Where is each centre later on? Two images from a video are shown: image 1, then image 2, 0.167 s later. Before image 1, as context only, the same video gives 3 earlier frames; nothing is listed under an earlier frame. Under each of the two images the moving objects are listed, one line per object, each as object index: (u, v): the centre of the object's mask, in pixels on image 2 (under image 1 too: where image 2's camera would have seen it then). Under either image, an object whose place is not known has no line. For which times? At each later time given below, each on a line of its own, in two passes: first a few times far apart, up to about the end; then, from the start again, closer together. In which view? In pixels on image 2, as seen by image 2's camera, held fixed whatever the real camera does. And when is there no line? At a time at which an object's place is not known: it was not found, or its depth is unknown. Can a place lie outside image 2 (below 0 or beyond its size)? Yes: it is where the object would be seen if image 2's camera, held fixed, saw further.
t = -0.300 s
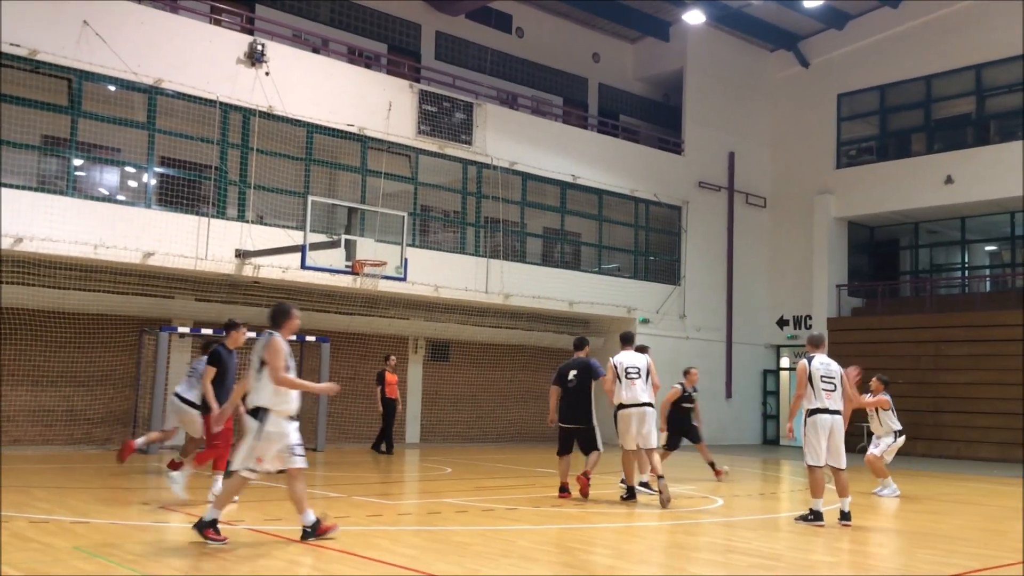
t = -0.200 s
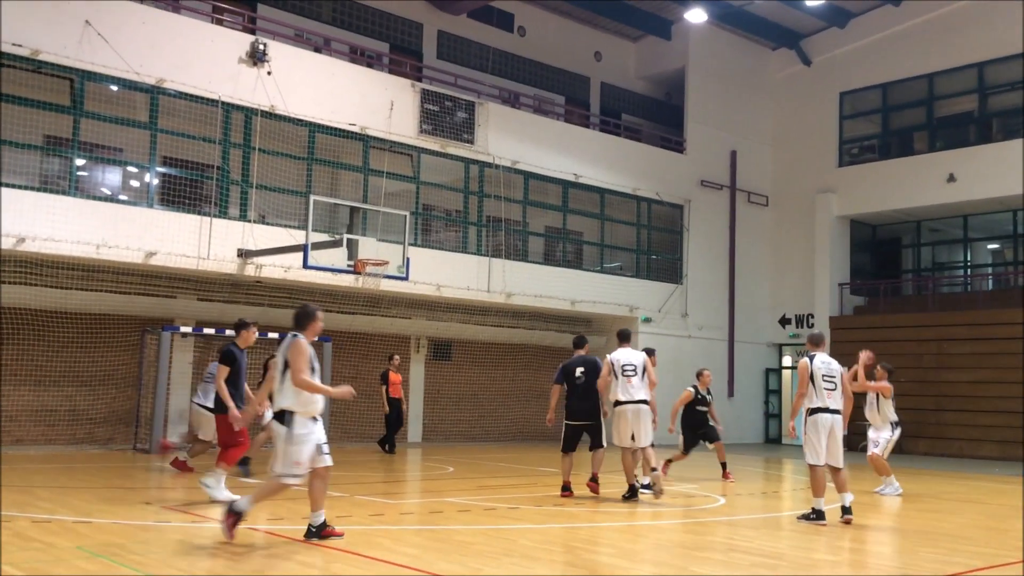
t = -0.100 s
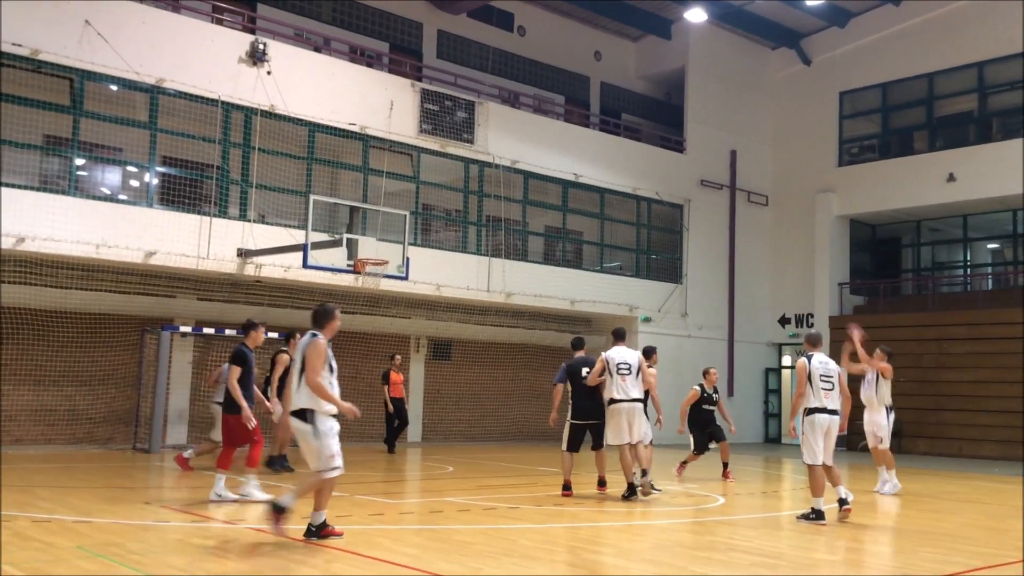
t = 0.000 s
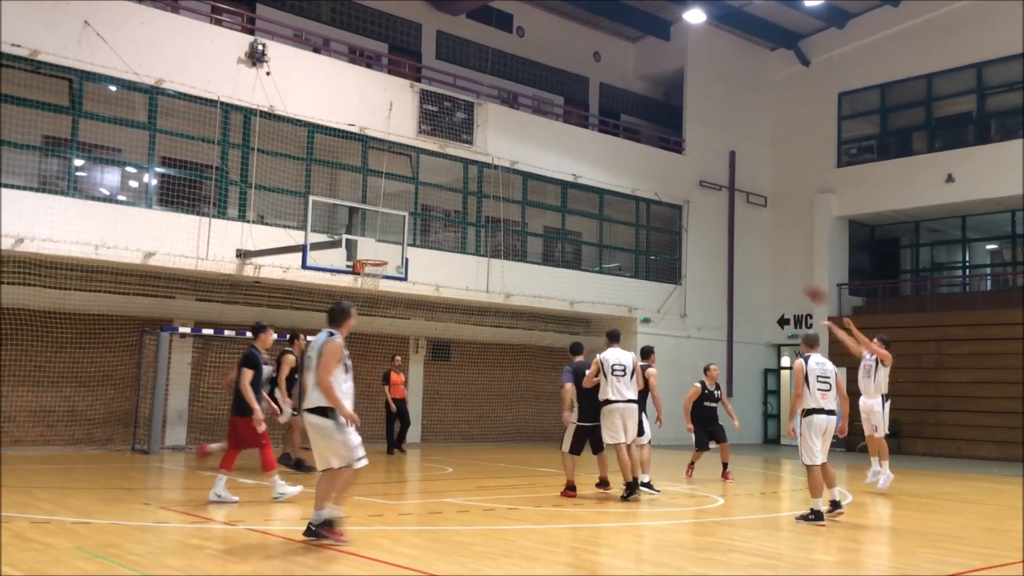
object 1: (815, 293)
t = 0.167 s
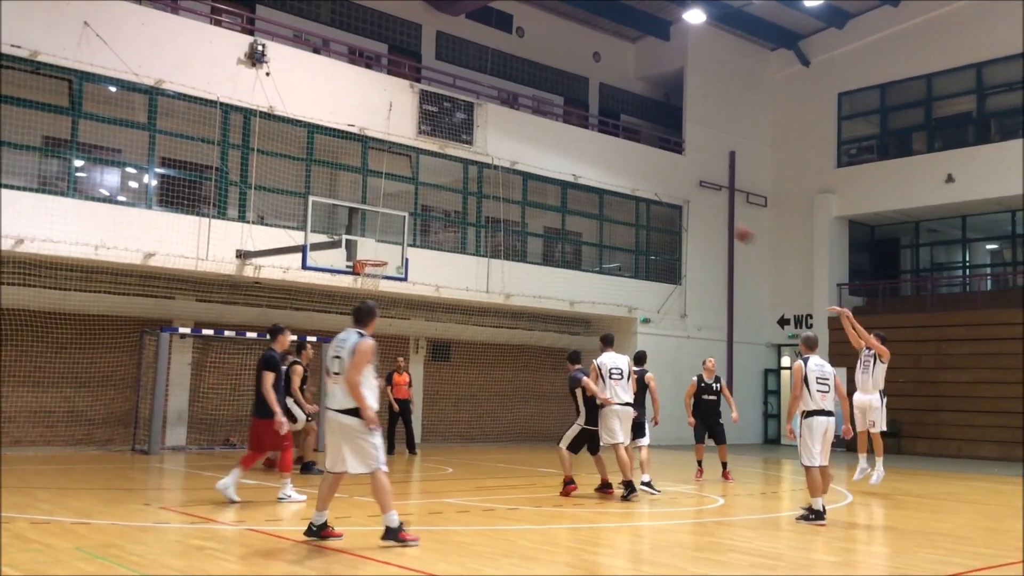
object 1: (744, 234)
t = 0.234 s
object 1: (715, 216)
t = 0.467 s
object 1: (622, 178)
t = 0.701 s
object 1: (531, 176)
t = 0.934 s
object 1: (445, 209)
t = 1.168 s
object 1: (363, 269)
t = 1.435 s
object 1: (356, 333)
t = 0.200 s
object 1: (729, 224)
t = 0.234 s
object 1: (715, 216)
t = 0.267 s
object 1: (702, 209)
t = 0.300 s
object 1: (688, 201)
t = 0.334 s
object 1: (674, 195)
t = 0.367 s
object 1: (661, 190)
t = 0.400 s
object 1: (648, 185)
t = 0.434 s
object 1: (634, 182)
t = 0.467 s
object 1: (622, 178)
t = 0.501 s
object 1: (608, 176)
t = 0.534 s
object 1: (595, 173)
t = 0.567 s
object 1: (582, 173)
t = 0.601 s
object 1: (571, 173)
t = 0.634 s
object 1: (557, 173)
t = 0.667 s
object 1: (544, 174)
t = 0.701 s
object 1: (531, 176)
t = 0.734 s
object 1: (520, 178)
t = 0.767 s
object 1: (507, 181)
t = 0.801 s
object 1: (494, 185)
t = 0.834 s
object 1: (482, 189)
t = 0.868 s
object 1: (470, 194)
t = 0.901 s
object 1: (457, 201)
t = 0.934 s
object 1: (445, 209)
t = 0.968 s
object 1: (434, 214)
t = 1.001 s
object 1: (421, 222)
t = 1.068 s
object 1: (397, 239)
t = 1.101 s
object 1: (384, 251)
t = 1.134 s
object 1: (374, 258)
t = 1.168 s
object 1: (363, 269)
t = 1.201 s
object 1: (360, 279)
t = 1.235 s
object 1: (360, 283)
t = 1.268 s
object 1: (359, 290)
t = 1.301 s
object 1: (359, 297)
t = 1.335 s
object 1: (358, 305)
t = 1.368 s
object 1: (357, 313)
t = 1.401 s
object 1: (357, 323)
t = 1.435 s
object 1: (356, 333)
